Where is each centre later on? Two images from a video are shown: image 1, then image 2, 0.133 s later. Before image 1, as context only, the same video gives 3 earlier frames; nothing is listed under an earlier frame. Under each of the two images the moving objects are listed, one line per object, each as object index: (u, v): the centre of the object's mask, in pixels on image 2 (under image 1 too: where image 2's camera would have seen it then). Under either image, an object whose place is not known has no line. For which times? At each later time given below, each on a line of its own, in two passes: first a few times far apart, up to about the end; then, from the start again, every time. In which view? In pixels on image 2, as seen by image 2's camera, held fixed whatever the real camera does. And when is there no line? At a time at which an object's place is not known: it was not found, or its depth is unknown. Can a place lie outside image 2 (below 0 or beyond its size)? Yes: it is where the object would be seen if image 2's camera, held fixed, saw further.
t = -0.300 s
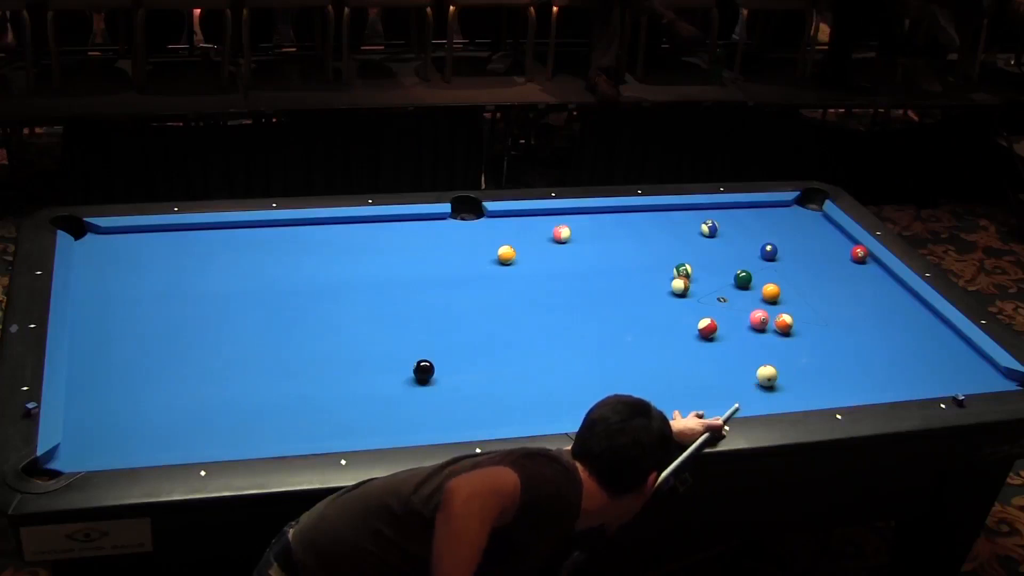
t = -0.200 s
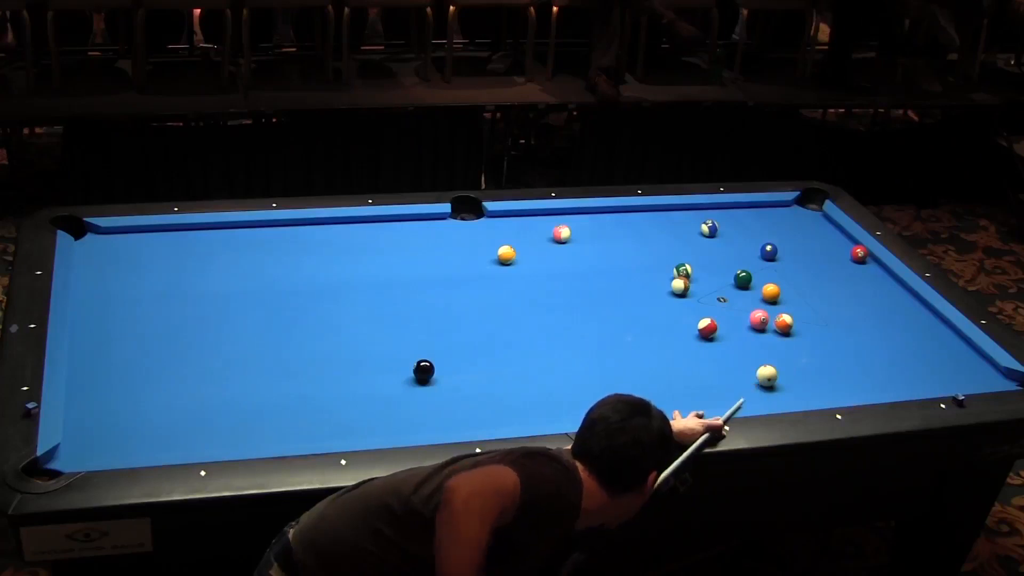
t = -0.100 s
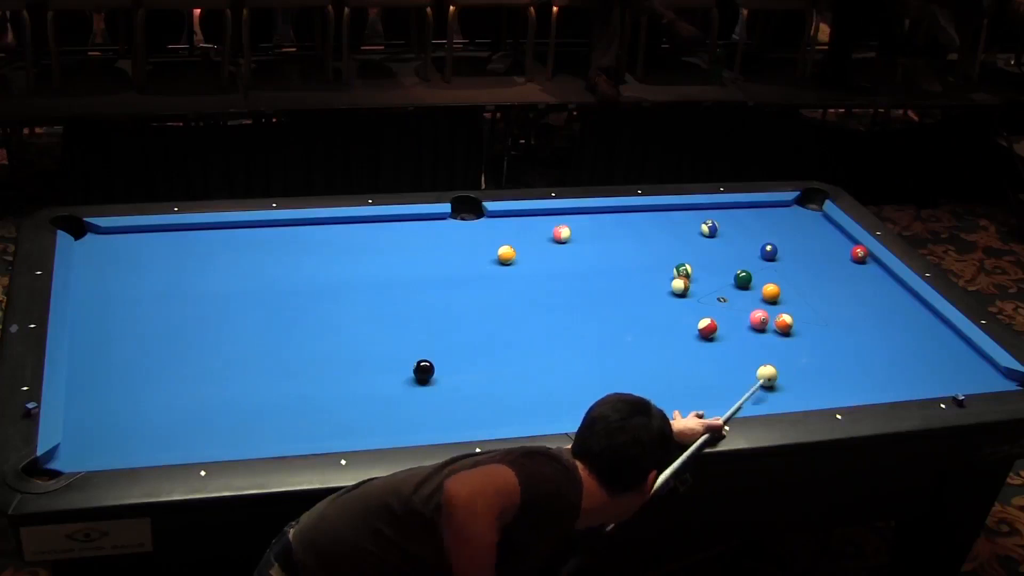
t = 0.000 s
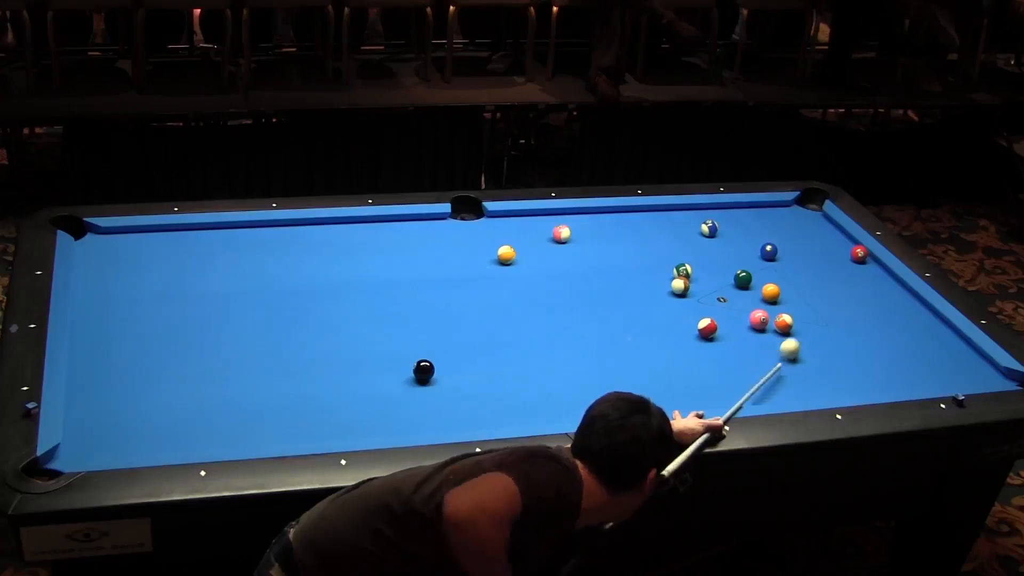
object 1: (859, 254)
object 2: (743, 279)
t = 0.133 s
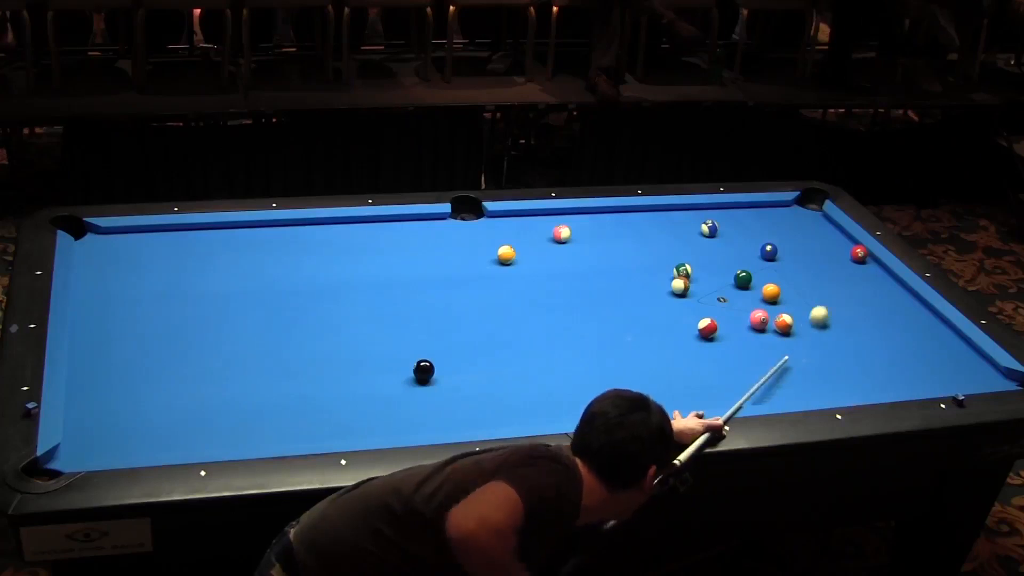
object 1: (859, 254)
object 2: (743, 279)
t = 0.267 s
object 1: (859, 254)
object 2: (742, 279)
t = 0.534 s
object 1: (840, 237)
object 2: (742, 279)
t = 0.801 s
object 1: (813, 212)
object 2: (743, 279)
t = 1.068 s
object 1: (813, 203)
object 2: (742, 279)
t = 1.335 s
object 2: (737, 287)
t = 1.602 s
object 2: (732, 294)
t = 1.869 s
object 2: (727, 301)
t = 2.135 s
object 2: (723, 307)
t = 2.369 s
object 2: (720, 310)
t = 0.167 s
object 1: (859, 254)
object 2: (743, 279)
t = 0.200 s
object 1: (859, 254)
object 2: (742, 279)
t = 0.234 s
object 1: (859, 254)
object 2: (742, 279)
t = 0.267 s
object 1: (859, 254)
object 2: (742, 279)
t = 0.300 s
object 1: (859, 254)
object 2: (743, 279)
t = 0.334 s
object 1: (859, 254)
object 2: (742, 279)
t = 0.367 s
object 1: (859, 252)
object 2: (742, 279)
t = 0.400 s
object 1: (858, 252)
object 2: (742, 279)
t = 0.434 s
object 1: (854, 249)
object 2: (743, 279)
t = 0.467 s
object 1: (849, 244)
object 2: (742, 279)
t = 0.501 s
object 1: (844, 240)
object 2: (742, 279)
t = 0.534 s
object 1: (840, 237)
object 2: (742, 279)
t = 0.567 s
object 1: (836, 233)
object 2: (742, 279)
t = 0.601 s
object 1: (833, 230)
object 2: (742, 279)
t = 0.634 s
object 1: (829, 227)
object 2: (742, 279)
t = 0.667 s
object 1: (826, 224)
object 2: (742, 279)
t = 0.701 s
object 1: (823, 221)
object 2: (742, 279)
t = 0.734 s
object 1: (820, 218)
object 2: (742, 279)
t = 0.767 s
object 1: (816, 215)
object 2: (742, 279)
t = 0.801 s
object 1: (813, 212)
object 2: (743, 279)
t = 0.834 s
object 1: (810, 209)
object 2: (742, 279)
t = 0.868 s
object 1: (807, 207)
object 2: (742, 279)
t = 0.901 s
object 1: (803, 203)
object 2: (743, 279)
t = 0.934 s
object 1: (801, 201)
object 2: (743, 279)
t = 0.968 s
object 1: (805, 201)
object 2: (742, 279)
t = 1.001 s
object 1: (807, 201)
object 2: (742, 279)
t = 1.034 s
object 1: (811, 201)
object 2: (742, 279)
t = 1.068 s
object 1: (813, 203)
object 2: (742, 279)
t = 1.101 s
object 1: (815, 205)
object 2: (741, 280)
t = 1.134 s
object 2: (741, 282)
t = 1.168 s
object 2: (741, 282)
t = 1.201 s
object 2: (740, 283)
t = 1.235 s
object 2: (739, 284)
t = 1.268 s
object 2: (738, 285)
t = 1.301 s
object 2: (738, 286)
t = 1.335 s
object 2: (737, 287)
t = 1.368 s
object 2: (737, 288)
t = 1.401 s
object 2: (736, 289)
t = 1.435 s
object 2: (735, 290)
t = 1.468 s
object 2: (734, 291)
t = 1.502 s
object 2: (734, 291)
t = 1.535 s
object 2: (733, 292)
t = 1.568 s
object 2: (733, 294)
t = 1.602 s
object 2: (732, 294)
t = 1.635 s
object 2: (731, 295)
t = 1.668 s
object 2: (731, 296)
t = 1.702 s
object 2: (730, 297)
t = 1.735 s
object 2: (729, 298)
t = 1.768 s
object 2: (729, 299)
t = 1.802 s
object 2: (729, 299)
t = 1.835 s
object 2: (728, 300)
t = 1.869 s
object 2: (727, 301)
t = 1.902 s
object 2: (726, 302)
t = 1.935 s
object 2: (726, 302)
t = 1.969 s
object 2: (726, 303)
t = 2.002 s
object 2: (725, 304)
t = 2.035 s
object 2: (724, 305)
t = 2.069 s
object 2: (724, 305)
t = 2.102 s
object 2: (724, 306)
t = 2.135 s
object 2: (723, 307)
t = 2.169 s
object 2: (722, 308)
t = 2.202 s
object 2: (722, 308)
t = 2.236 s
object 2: (722, 309)
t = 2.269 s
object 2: (721, 309)
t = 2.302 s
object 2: (721, 309)
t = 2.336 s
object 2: (720, 310)
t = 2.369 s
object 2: (720, 310)
